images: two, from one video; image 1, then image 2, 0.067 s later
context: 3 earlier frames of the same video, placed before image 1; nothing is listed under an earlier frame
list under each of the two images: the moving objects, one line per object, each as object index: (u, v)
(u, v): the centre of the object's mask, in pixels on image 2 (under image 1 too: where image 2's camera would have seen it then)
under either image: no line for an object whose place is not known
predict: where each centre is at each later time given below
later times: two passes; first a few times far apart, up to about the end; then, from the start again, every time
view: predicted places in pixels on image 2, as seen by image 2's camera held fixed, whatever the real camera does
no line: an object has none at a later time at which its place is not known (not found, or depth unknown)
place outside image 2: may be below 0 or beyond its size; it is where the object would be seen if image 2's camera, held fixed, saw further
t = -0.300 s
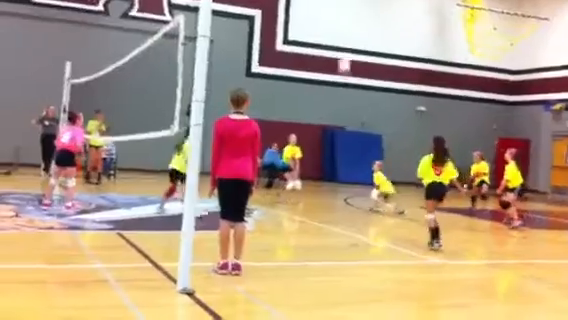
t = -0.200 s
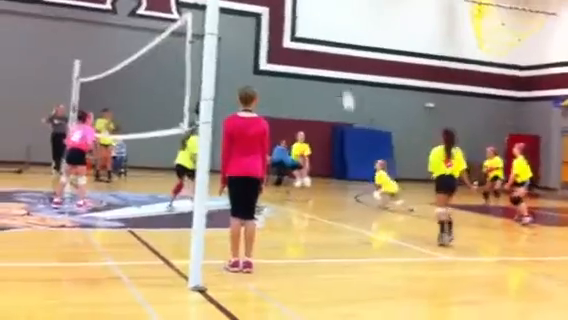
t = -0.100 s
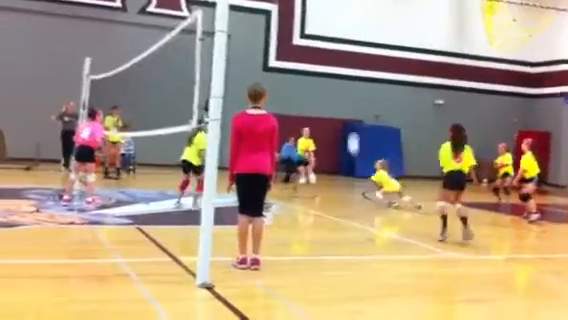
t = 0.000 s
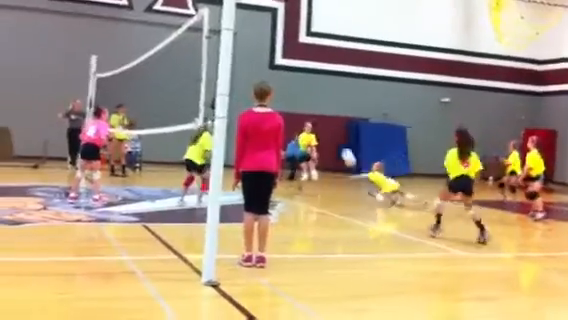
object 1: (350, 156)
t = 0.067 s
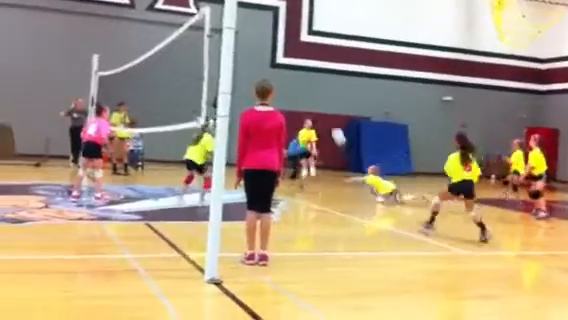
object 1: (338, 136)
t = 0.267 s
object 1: (302, 91)
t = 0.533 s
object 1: (257, 67)
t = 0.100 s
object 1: (332, 127)
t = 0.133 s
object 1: (325, 119)
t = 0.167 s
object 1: (320, 111)
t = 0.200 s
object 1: (314, 104)
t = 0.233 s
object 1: (307, 97)
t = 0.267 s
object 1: (302, 91)
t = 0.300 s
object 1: (296, 85)
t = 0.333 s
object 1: (291, 82)
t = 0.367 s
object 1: (285, 78)
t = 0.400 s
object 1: (279, 74)
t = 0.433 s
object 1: (274, 71)
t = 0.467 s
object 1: (268, 69)
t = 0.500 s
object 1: (262, 68)
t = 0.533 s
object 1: (257, 67)
